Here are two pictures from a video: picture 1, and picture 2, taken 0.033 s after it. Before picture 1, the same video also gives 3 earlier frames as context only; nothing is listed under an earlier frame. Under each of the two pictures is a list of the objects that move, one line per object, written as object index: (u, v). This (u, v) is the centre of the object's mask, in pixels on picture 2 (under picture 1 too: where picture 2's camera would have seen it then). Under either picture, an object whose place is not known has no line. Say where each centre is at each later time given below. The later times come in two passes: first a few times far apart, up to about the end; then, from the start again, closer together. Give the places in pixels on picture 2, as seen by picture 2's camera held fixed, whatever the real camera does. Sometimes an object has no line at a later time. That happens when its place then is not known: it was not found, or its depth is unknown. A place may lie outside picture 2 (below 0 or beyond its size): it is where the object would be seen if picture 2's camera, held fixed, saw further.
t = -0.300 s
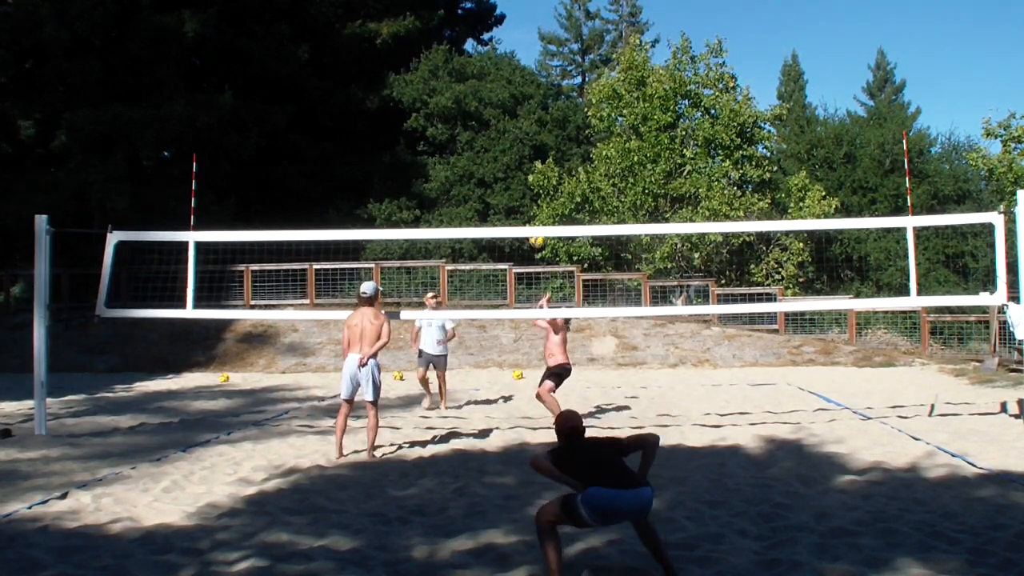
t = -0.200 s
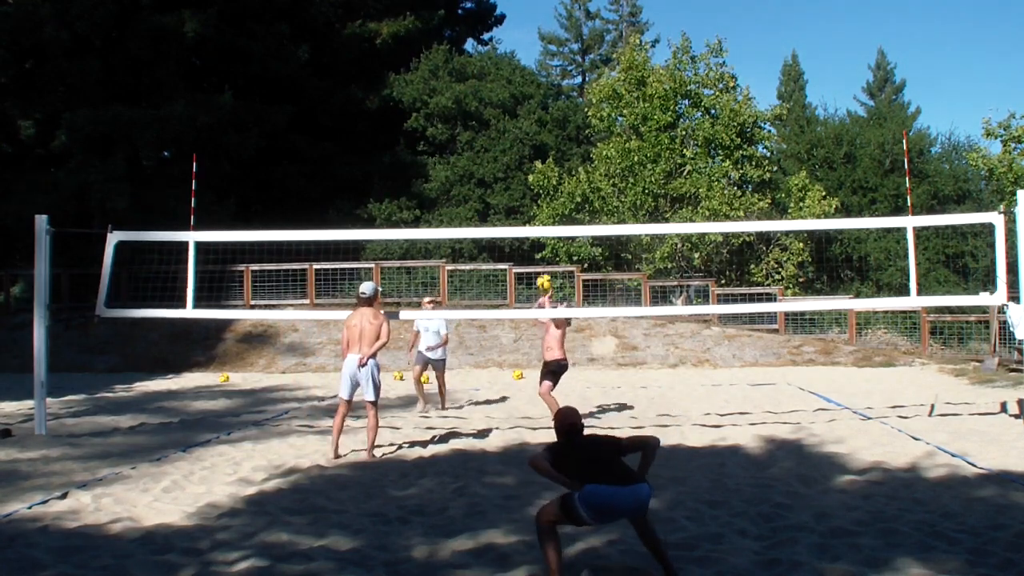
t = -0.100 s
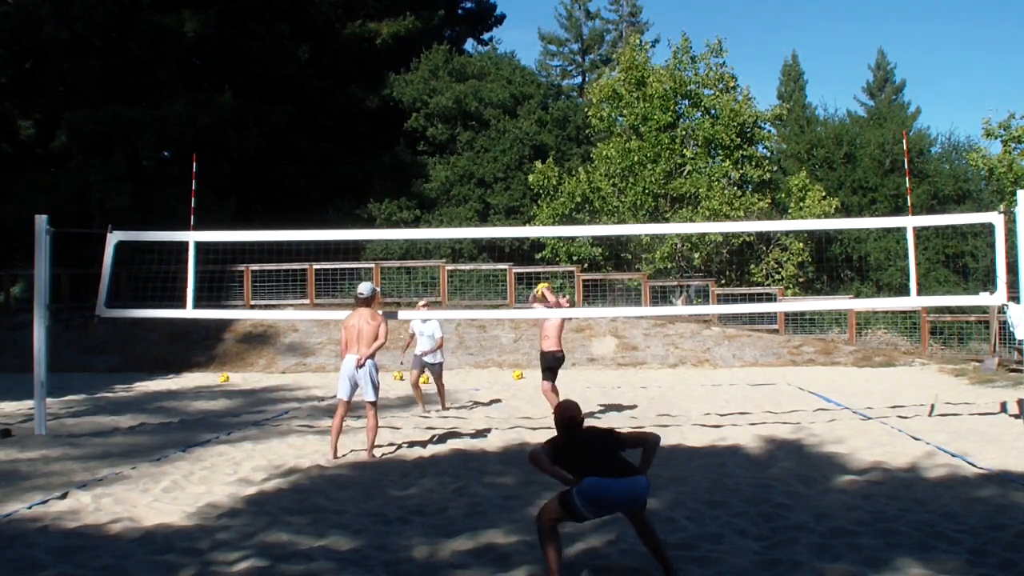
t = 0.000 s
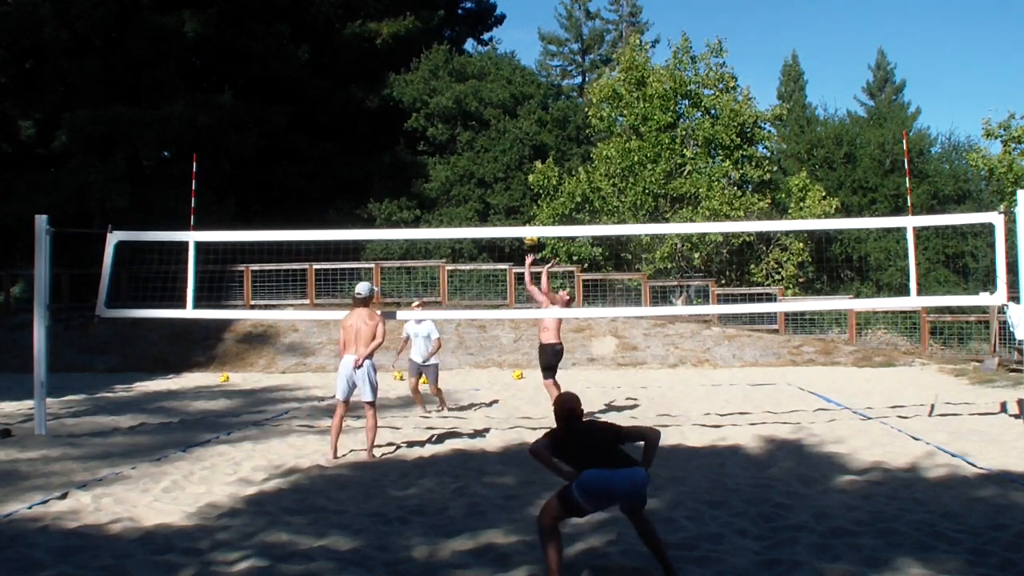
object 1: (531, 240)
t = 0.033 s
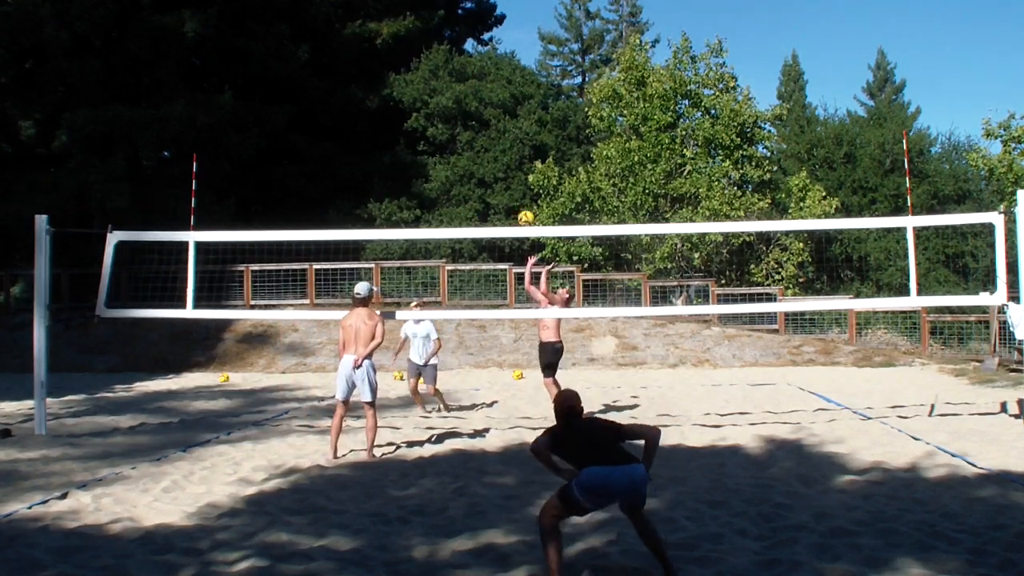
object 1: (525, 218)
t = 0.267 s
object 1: (492, 117)
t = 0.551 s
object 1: (452, 51)
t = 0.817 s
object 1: (415, 43)
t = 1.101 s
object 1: (376, 95)
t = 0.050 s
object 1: (523, 210)
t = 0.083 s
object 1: (519, 193)
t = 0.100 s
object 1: (516, 185)
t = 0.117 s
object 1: (514, 177)
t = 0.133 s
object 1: (511, 170)
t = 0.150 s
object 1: (509, 162)
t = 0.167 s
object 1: (507, 155)
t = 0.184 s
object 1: (504, 148)
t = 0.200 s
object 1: (502, 142)
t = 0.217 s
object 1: (499, 135)
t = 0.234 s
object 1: (497, 129)
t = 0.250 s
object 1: (494, 123)
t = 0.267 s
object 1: (492, 117)
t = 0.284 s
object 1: (490, 112)
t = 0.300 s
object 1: (487, 106)
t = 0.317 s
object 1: (484, 101)
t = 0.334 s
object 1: (482, 96)
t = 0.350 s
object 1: (480, 91)
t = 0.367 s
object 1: (477, 87)
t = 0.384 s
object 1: (475, 82)
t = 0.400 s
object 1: (473, 78)
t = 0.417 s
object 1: (470, 74)
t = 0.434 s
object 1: (468, 71)
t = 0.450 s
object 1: (466, 68)
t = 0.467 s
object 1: (463, 64)
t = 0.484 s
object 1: (461, 61)
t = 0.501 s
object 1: (458, 58)
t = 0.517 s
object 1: (456, 55)
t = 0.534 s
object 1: (453, 53)
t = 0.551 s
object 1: (452, 51)
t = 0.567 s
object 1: (449, 49)
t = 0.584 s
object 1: (447, 47)
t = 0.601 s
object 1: (444, 45)
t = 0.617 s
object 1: (442, 44)
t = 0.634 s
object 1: (440, 42)
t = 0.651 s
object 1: (438, 41)
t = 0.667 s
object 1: (435, 40)
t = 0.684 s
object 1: (433, 40)
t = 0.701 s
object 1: (431, 40)
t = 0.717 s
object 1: (428, 39)
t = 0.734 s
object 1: (426, 39)
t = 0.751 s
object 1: (424, 40)
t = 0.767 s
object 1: (422, 41)
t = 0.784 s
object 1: (419, 42)
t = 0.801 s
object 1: (417, 42)
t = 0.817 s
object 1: (415, 43)
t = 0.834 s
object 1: (413, 45)
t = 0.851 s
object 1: (410, 46)
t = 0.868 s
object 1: (408, 48)
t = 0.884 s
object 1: (405, 50)
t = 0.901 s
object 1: (403, 52)
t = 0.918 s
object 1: (401, 54)
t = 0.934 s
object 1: (399, 57)
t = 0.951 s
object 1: (396, 60)
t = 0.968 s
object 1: (394, 62)
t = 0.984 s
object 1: (391, 66)
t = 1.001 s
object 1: (389, 69)
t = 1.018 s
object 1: (387, 73)
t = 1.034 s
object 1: (384, 77)
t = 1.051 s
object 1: (382, 81)
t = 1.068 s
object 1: (380, 86)
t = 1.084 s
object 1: (377, 90)
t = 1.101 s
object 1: (376, 95)
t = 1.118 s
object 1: (373, 100)
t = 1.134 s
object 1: (371, 105)
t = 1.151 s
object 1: (369, 111)
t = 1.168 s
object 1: (367, 117)
